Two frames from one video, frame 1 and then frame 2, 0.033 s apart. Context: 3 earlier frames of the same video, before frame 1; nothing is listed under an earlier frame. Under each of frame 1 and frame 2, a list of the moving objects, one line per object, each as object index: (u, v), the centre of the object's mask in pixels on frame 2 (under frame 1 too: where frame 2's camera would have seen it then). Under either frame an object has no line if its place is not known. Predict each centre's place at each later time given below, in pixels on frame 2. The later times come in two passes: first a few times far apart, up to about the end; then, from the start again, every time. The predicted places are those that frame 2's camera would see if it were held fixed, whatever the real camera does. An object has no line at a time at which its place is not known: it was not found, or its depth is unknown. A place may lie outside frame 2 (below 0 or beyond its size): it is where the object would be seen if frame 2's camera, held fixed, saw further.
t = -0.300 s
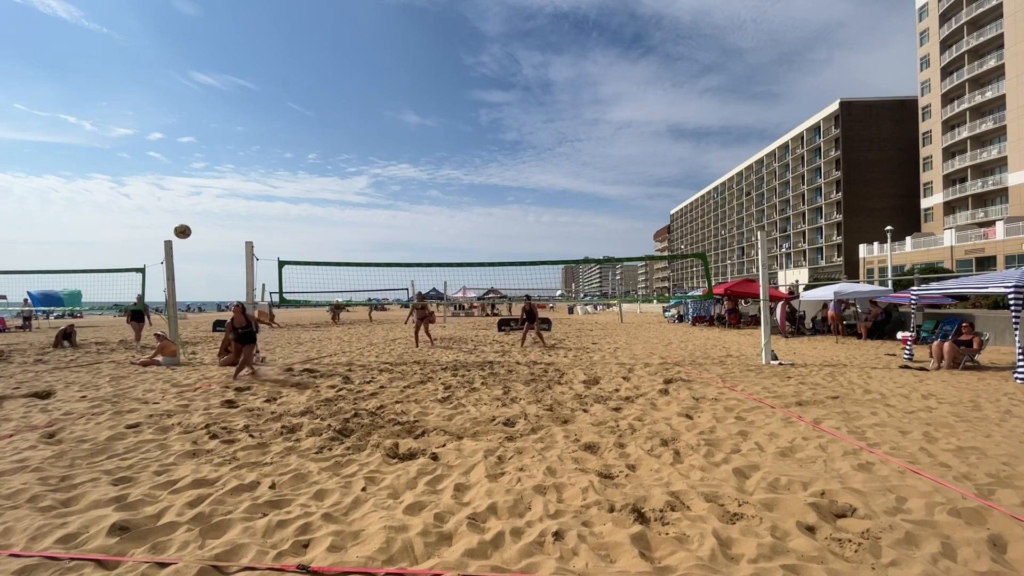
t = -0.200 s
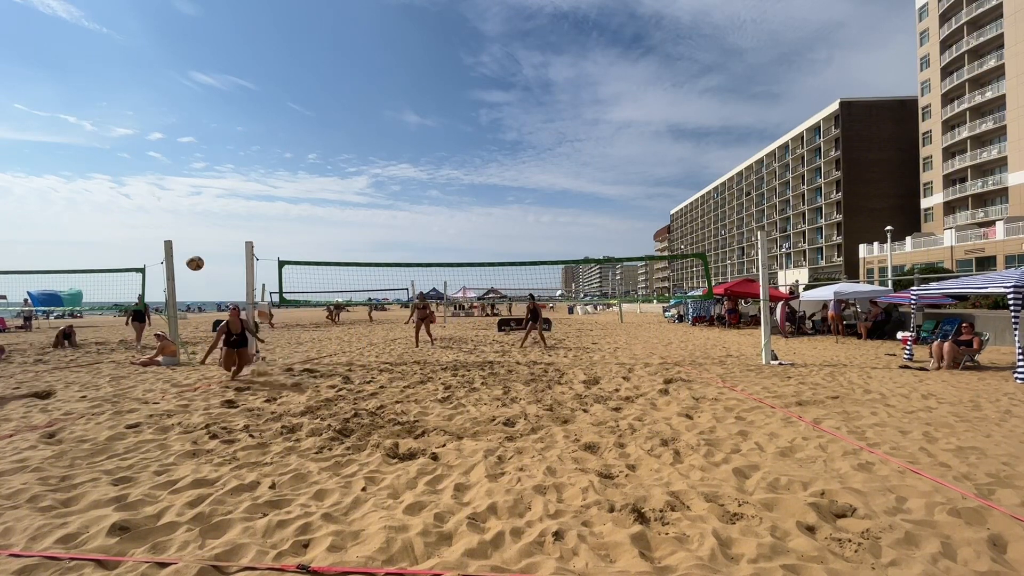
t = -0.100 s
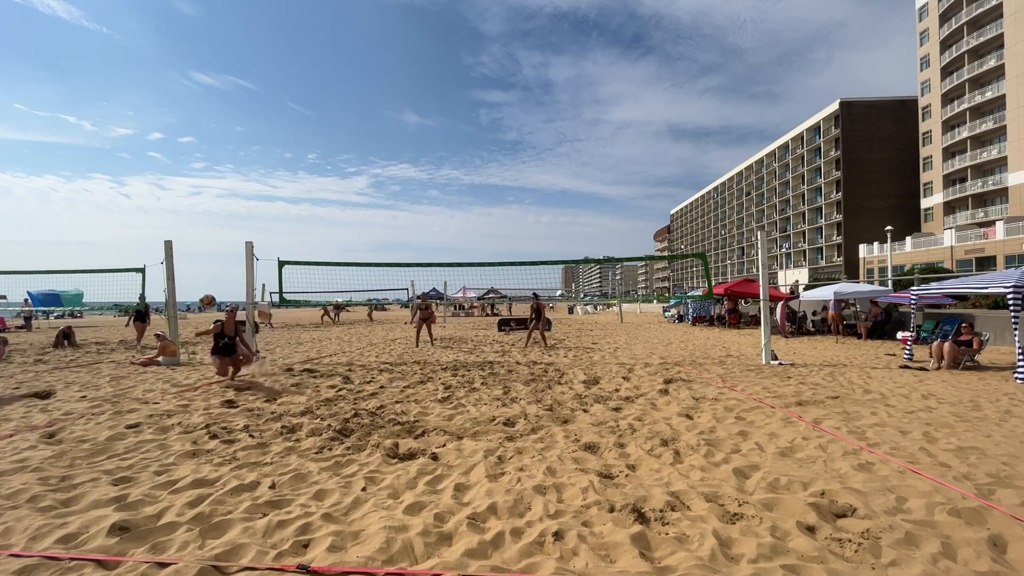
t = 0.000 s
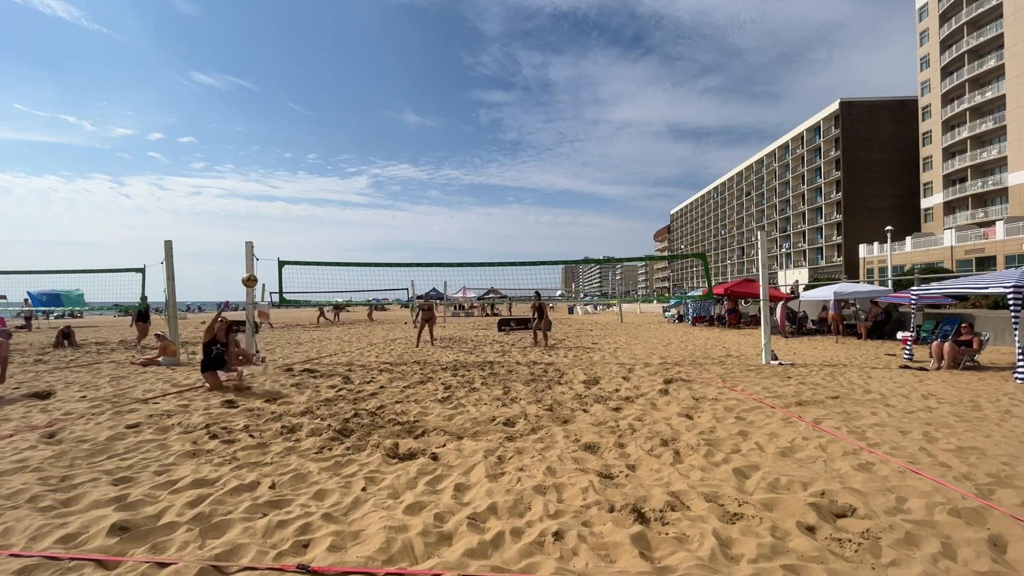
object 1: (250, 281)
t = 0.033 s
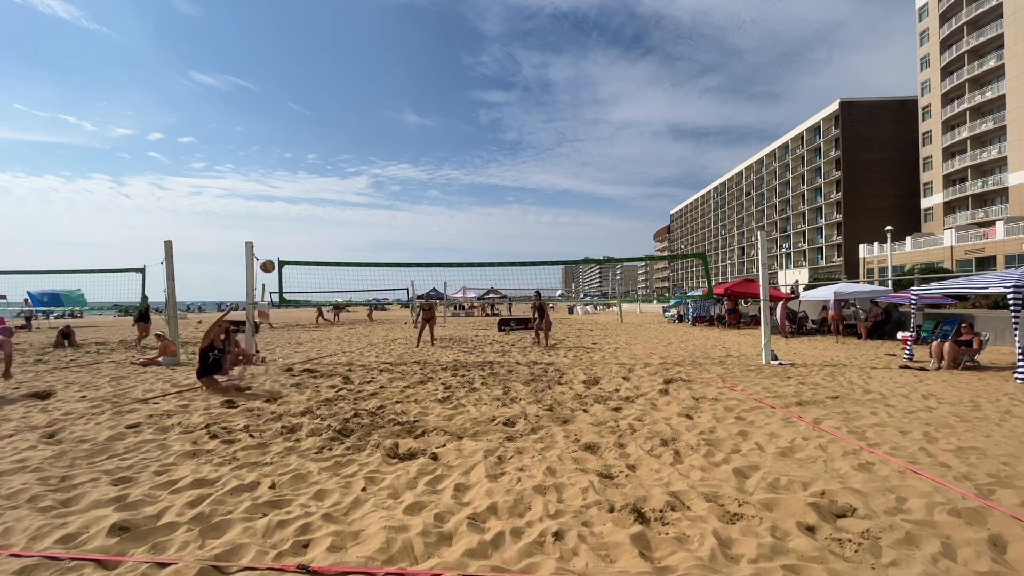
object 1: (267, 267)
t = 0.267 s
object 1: (371, 199)
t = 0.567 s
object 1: (467, 175)
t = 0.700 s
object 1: (500, 180)
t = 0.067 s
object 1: (284, 253)
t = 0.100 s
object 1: (300, 241)
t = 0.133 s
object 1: (316, 231)
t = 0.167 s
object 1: (331, 221)
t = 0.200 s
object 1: (345, 213)
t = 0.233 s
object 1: (358, 205)
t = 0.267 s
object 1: (371, 199)
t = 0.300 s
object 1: (384, 193)
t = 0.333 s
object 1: (396, 188)
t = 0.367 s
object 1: (407, 184)
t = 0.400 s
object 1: (418, 181)
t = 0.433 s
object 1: (429, 179)
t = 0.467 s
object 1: (439, 177)
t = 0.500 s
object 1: (448, 176)
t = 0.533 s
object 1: (458, 175)
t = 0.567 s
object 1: (467, 175)
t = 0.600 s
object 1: (476, 176)
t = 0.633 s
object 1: (484, 177)
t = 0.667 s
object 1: (492, 178)
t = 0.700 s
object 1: (500, 180)
